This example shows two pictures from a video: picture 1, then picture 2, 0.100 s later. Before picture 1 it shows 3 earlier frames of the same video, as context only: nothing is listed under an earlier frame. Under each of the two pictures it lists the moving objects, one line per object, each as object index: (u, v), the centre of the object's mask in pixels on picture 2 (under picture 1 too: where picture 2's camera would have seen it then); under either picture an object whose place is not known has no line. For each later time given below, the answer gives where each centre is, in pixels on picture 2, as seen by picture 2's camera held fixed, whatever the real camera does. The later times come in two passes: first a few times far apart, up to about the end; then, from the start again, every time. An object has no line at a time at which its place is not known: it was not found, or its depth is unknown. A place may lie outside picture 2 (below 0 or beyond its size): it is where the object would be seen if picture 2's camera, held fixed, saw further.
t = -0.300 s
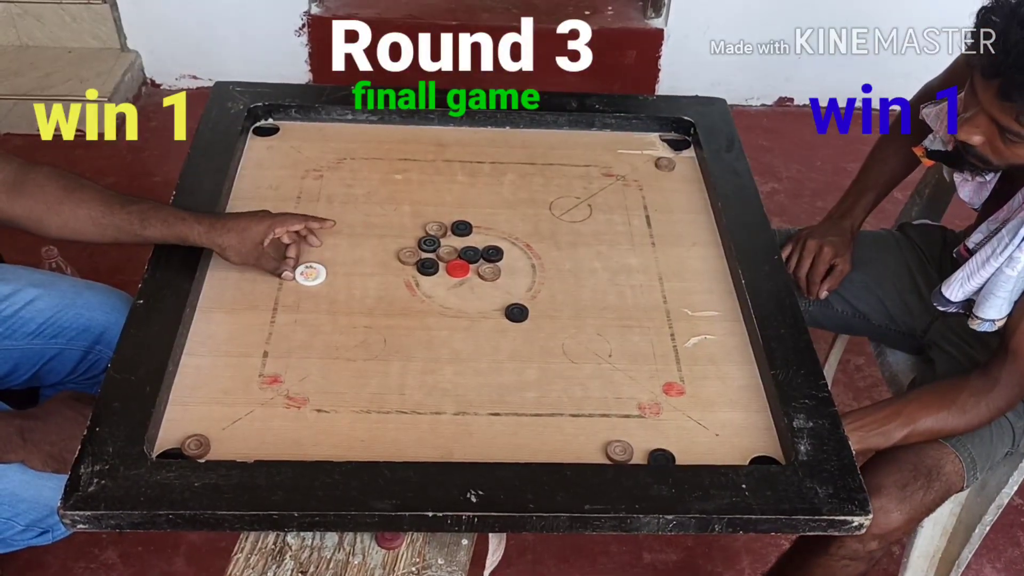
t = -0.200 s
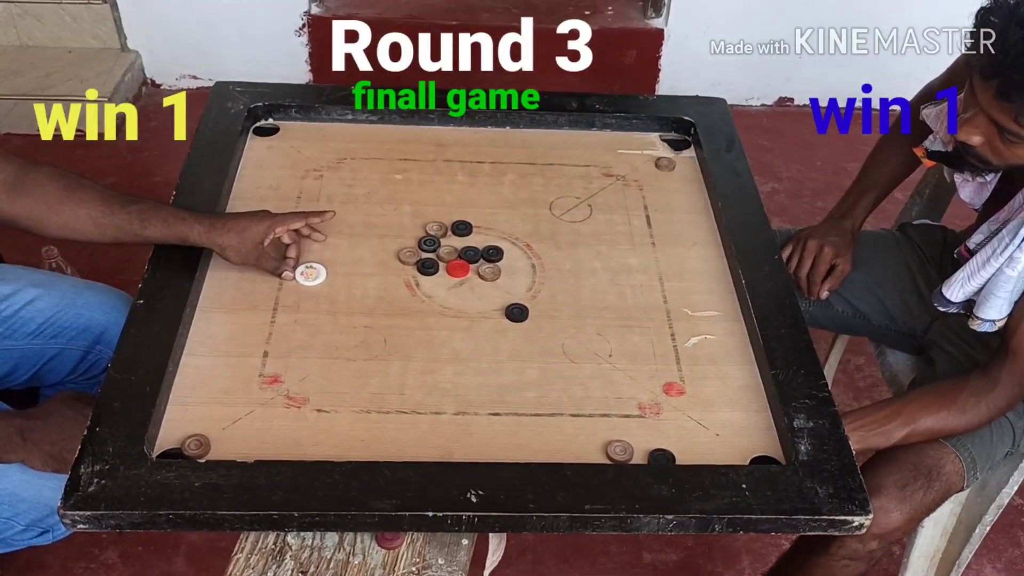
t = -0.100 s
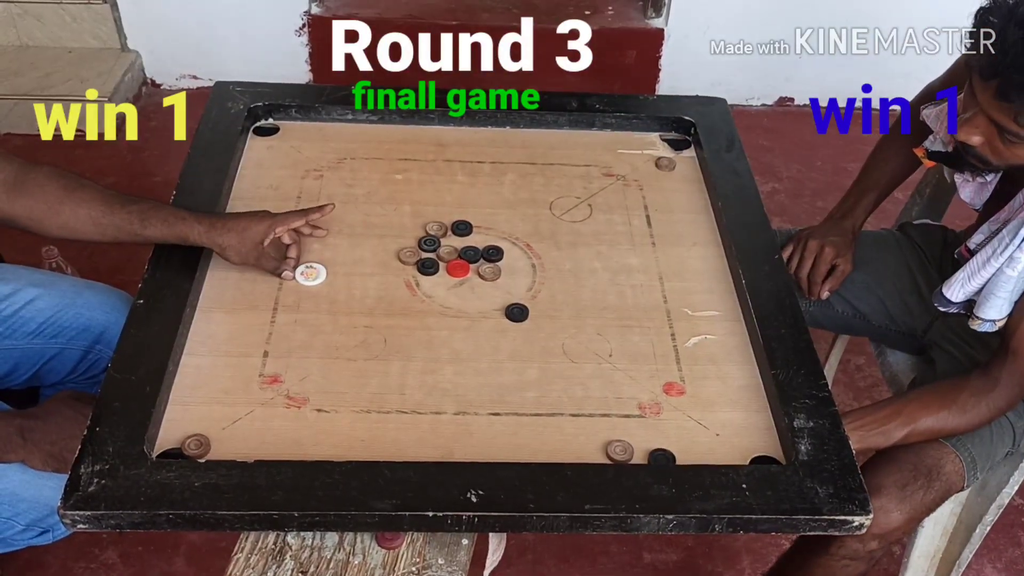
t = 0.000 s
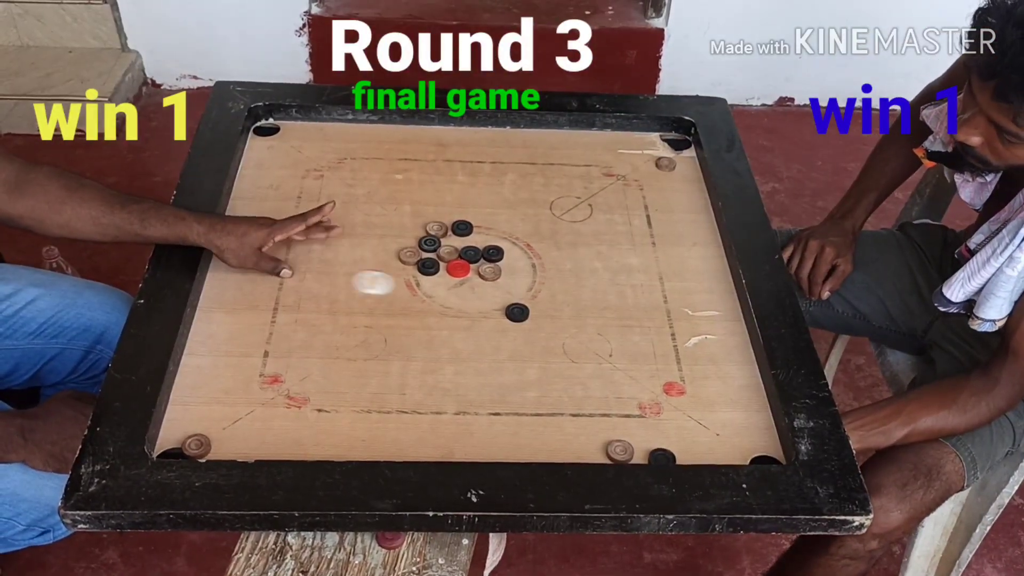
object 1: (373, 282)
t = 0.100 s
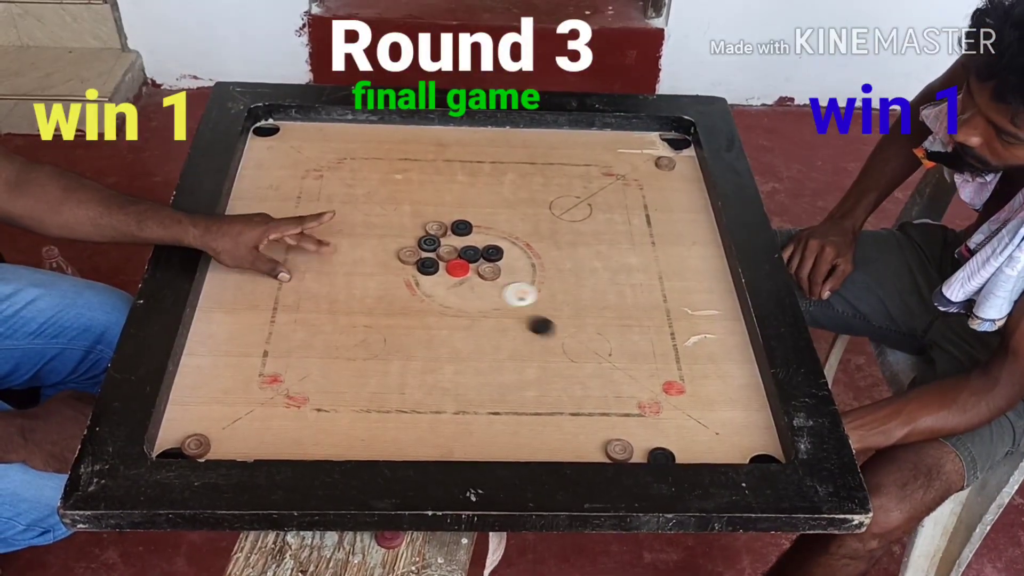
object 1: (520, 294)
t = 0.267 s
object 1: (658, 268)
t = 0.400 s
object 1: (686, 251)
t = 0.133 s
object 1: (549, 288)
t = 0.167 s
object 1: (577, 282)
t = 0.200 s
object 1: (605, 277)
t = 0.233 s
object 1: (631, 273)
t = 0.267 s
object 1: (658, 268)
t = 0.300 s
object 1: (683, 264)
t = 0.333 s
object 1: (706, 260)
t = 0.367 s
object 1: (700, 255)
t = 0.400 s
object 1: (686, 251)
